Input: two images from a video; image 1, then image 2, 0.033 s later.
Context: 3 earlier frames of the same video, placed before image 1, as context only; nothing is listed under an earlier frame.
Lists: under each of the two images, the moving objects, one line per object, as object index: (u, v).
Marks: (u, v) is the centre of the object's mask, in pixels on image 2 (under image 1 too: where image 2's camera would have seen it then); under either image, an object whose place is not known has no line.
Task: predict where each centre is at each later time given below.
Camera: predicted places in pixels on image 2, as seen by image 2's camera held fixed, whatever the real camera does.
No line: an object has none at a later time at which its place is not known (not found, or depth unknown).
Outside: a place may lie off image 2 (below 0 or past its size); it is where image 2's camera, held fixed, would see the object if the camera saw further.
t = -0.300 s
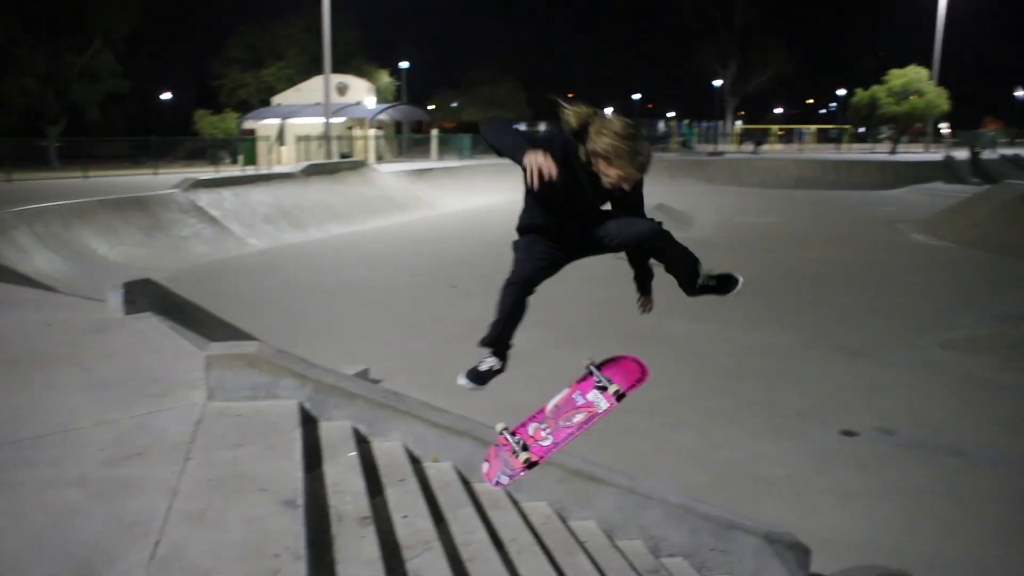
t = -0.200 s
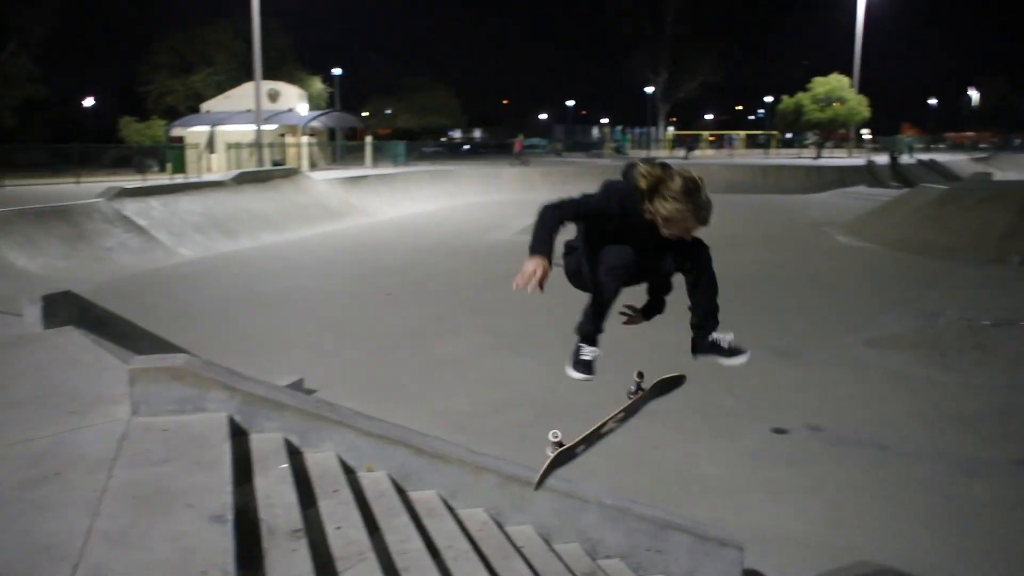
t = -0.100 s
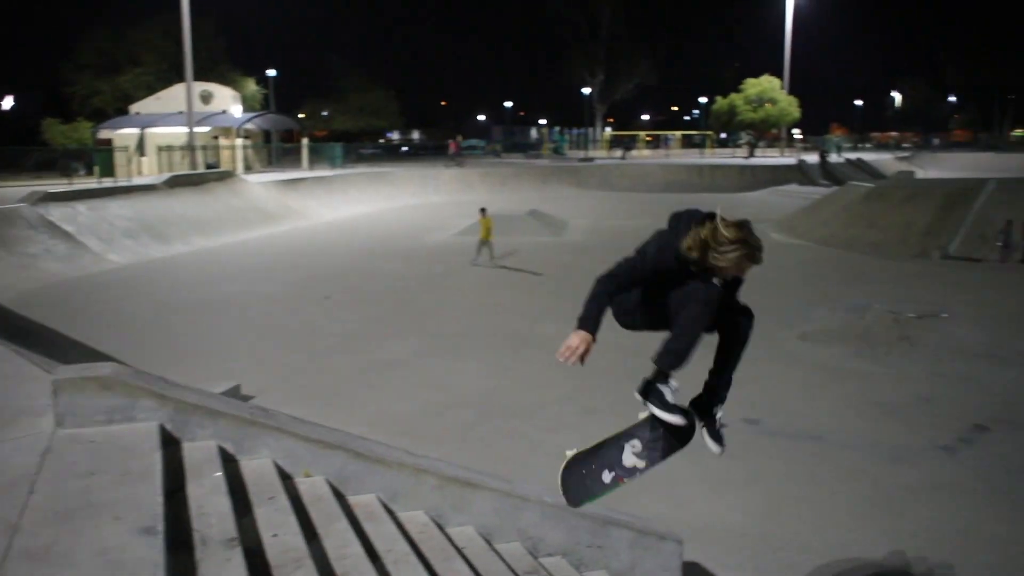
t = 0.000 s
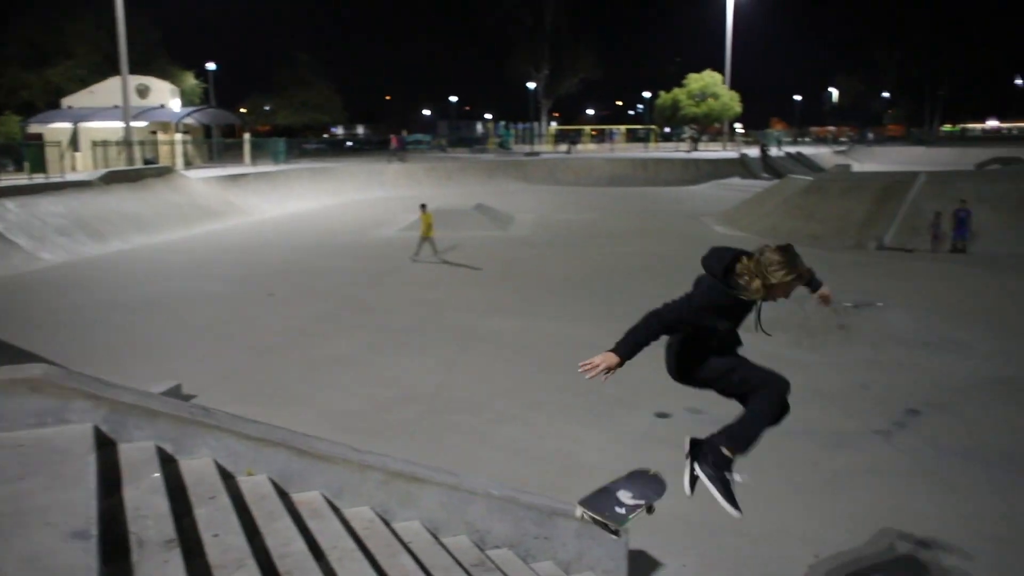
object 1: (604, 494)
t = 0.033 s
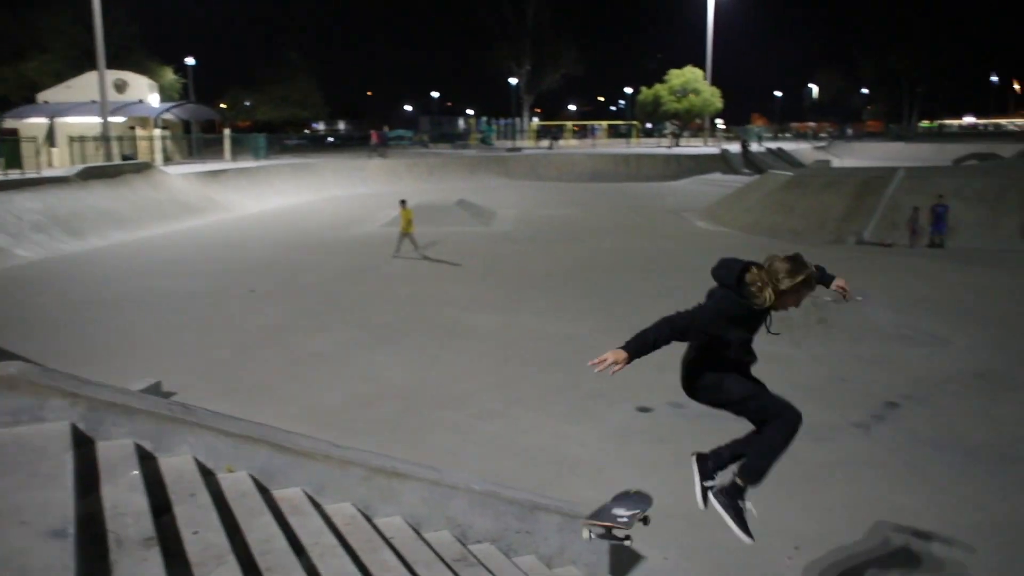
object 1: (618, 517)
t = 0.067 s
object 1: (634, 541)
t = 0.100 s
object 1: (650, 563)
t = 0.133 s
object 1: (663, 584)
